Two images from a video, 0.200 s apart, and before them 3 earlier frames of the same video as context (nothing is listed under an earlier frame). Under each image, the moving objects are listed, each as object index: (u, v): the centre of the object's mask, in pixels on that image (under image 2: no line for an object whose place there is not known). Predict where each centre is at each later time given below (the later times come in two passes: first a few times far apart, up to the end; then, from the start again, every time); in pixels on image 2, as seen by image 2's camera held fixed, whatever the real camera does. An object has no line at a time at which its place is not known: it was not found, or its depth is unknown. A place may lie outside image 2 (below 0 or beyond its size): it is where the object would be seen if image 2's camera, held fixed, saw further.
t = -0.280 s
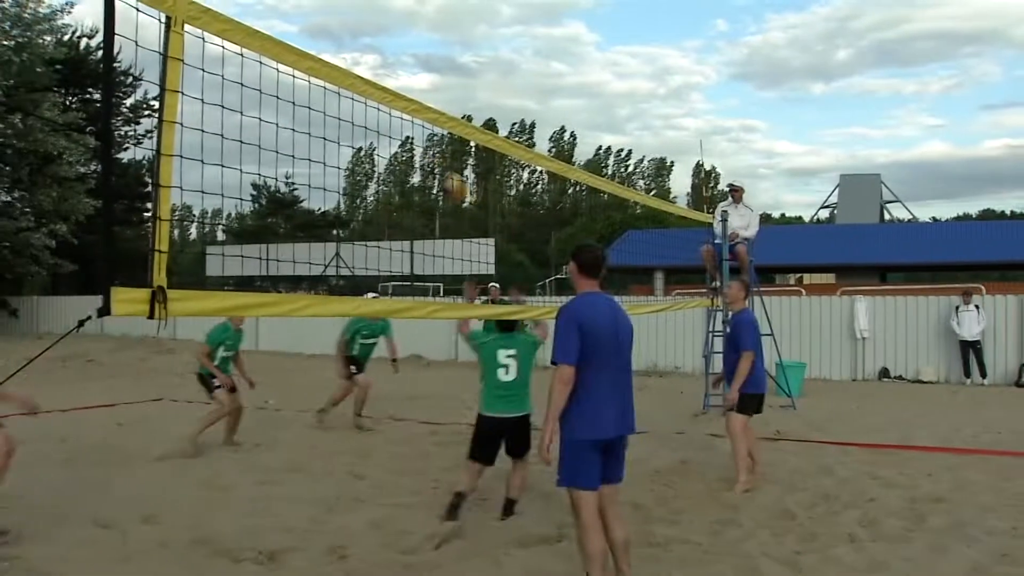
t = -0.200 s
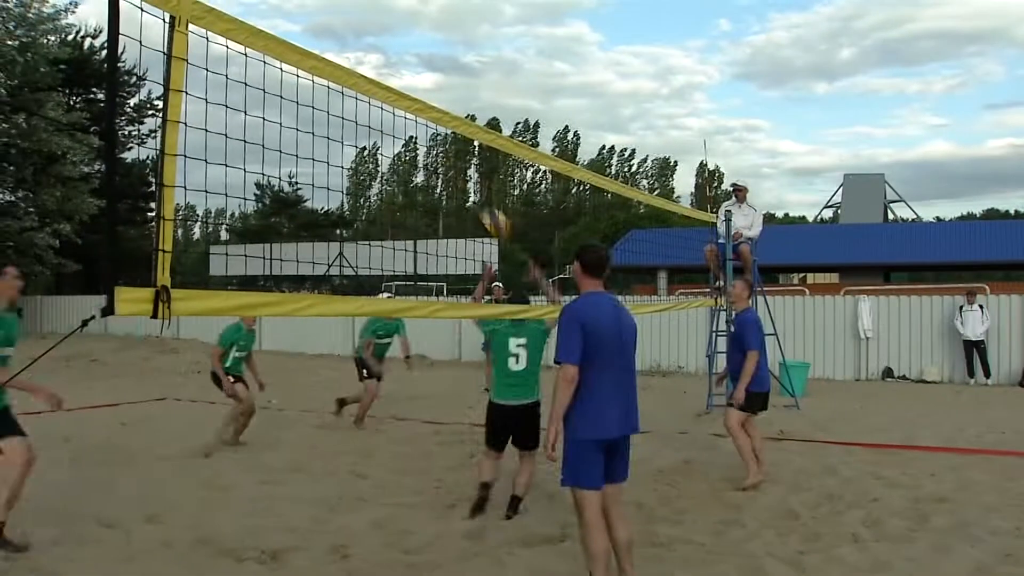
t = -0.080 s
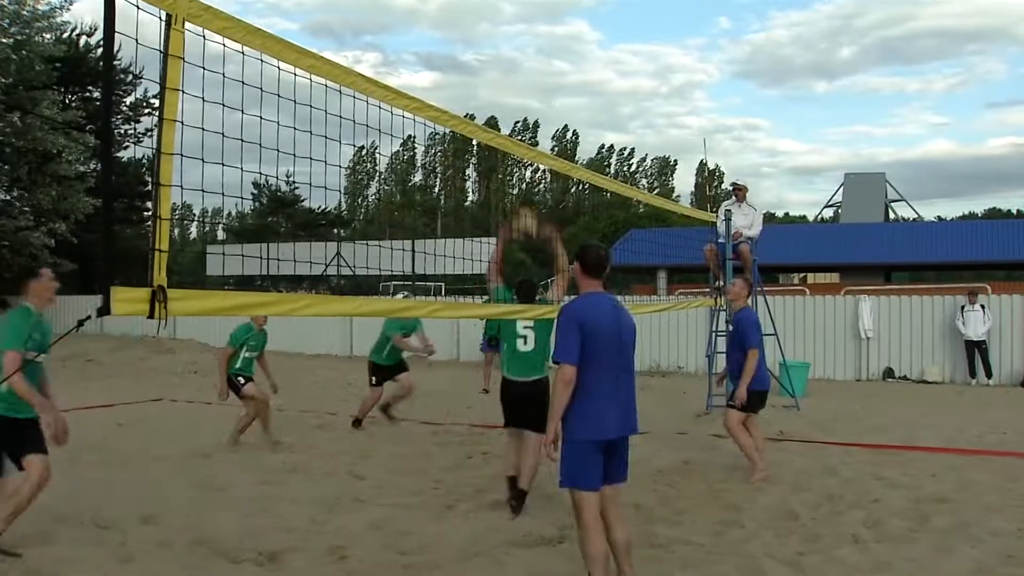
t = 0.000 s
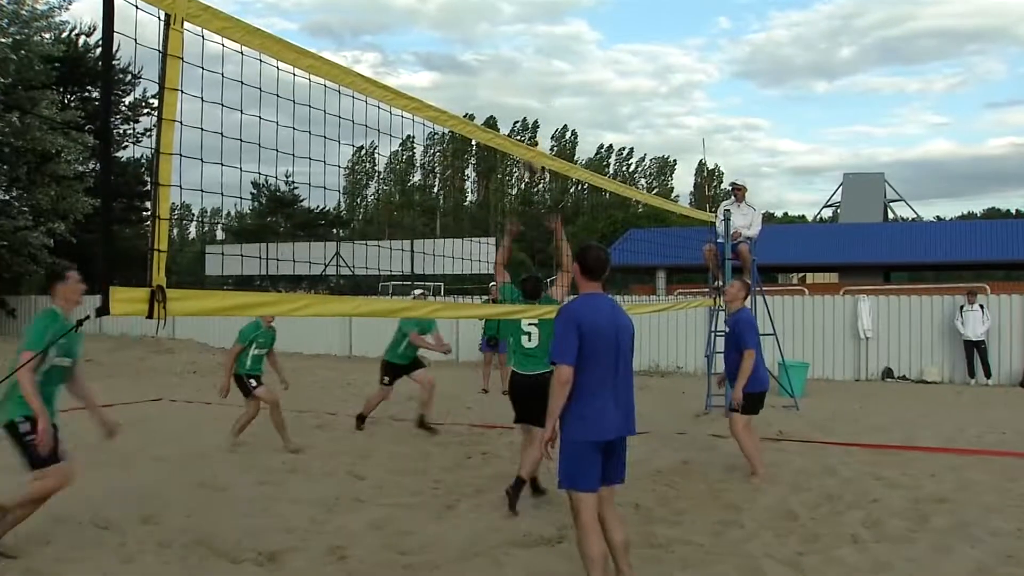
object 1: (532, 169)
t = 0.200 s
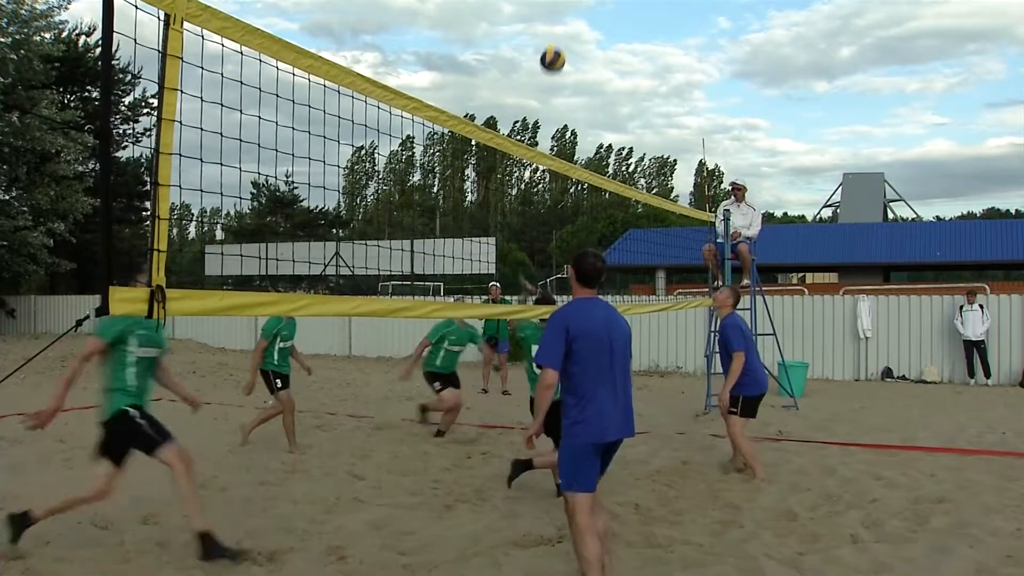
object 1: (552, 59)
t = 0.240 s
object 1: (556, 47)
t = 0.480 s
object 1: (576, 12)
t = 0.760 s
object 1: (599, 51)
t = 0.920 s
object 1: (611, 105)
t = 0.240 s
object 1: (556, 47)
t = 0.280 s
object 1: (559, 36)
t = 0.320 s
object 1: (562, 28)
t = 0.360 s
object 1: (566, 21)
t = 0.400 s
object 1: (569, 16)
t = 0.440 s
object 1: (573, 14)
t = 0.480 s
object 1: (576, 12)
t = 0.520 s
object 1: (579, 13)
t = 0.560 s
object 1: (583, 16)
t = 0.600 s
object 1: (586, 19)
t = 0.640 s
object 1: (589, 25)
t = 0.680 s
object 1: (592, 32)
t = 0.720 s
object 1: (596, 41)
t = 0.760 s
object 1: (599, 51)
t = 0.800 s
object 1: (602, 62)
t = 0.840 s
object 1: (605, 75)
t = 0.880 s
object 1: (608, 89)
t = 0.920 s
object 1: (611, 105)
